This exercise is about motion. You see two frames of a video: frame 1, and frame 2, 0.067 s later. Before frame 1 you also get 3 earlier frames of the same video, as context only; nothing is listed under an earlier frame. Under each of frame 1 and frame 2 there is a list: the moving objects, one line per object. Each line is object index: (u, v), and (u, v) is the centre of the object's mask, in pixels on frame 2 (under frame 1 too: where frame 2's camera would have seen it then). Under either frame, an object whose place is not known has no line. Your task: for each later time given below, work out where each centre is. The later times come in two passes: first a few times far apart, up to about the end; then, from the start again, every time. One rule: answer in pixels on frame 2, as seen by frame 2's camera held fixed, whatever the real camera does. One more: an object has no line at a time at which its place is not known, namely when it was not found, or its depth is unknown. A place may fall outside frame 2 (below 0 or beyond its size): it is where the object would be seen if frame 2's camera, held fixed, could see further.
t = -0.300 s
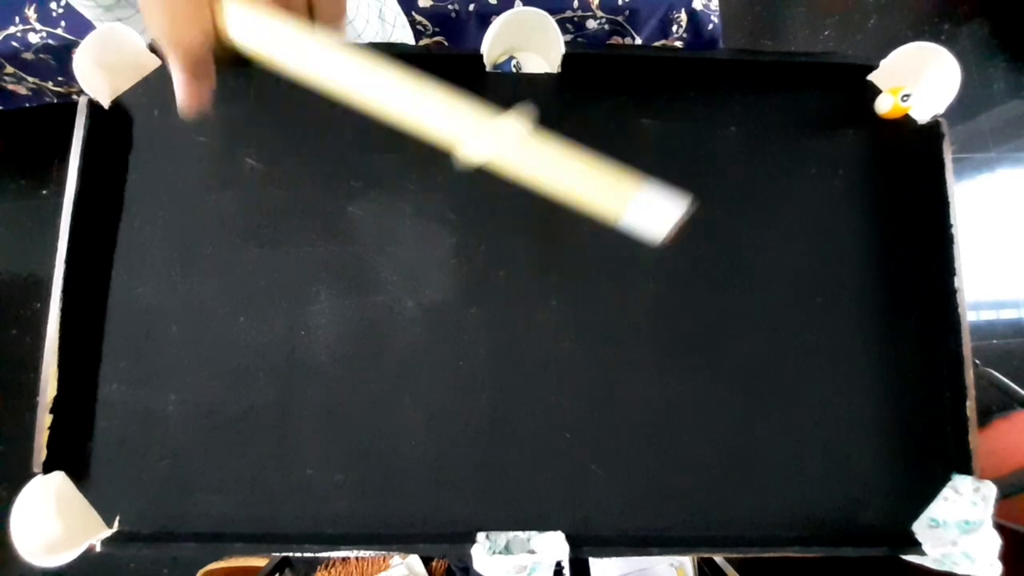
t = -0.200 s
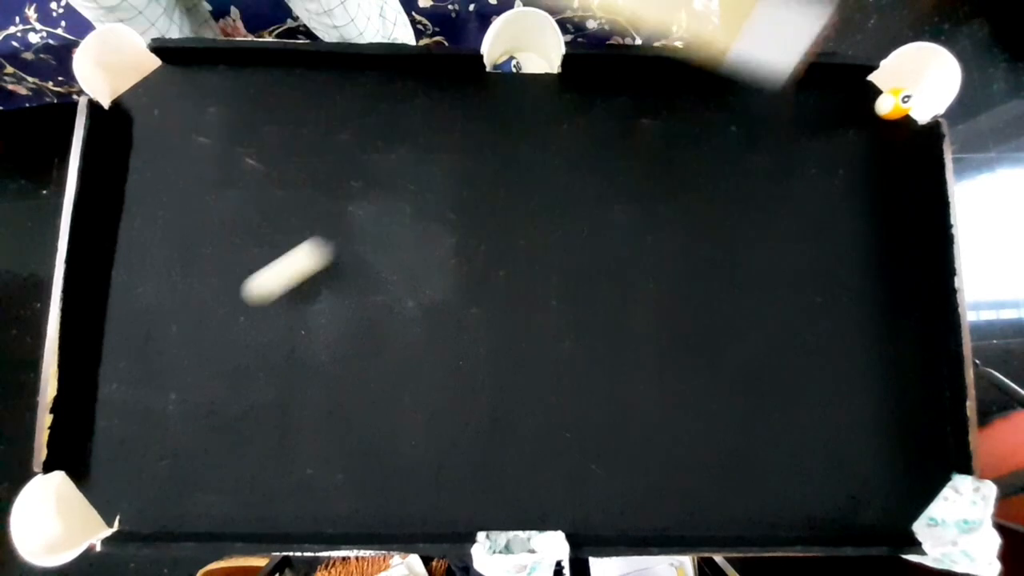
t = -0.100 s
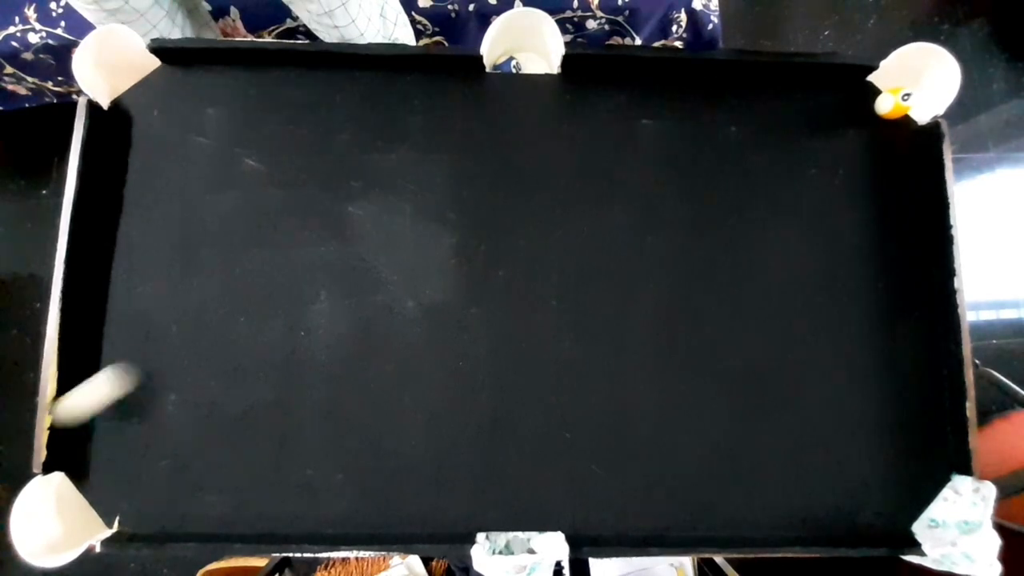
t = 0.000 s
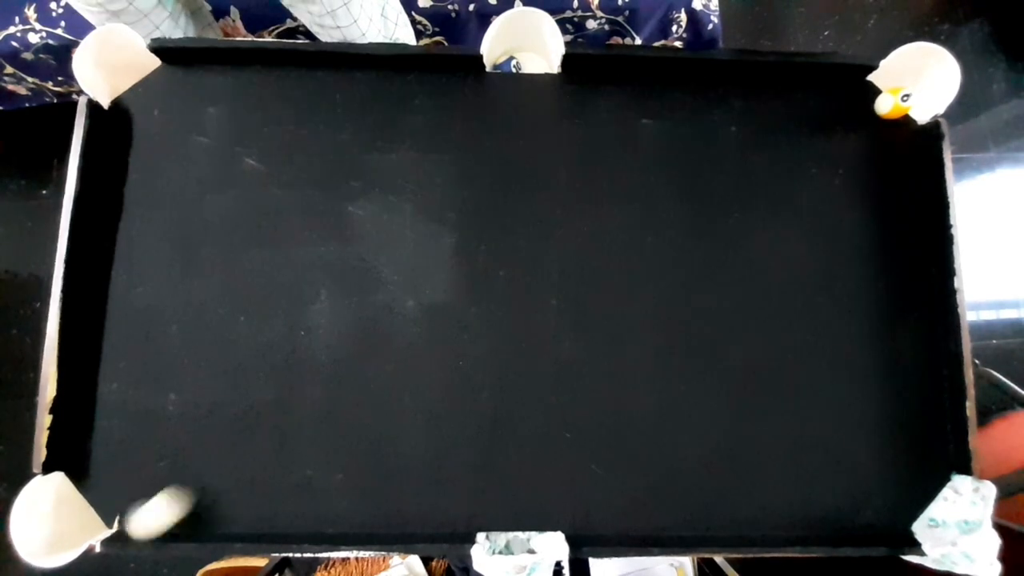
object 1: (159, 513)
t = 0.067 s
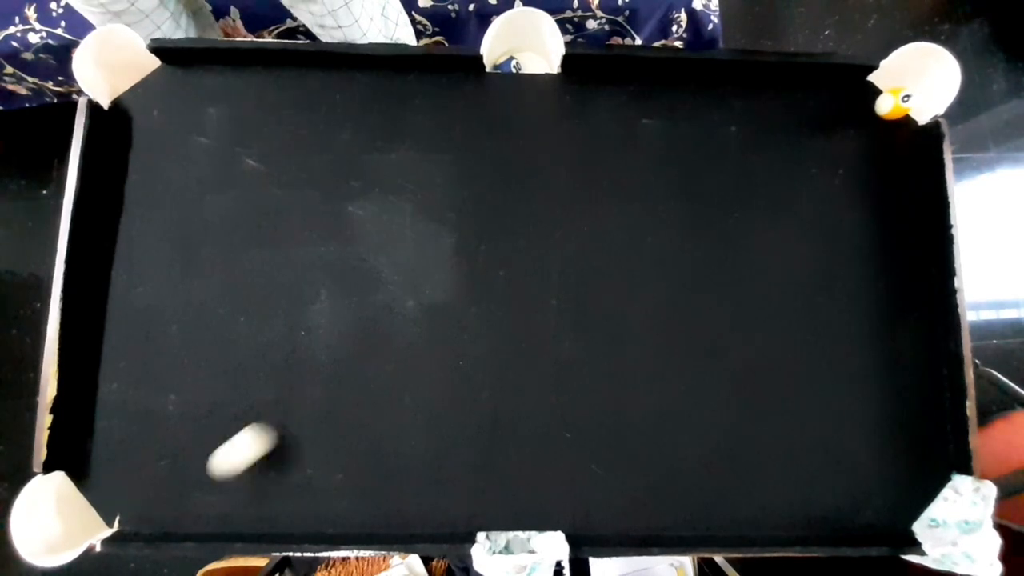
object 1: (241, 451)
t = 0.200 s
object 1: (373, 357)
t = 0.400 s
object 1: (529, 250)
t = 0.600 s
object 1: (669, 155)
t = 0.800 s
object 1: (794, 88)
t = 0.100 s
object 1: (279, 423)
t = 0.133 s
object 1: (313, 398)
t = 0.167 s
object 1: (344, 376)
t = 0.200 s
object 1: (373, 357)
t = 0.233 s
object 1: (400, 338)
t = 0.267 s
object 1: (426, 320)
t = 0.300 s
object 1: (452, 302)
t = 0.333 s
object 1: (478, 285)
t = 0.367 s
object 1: (504, 267)
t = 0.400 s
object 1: (529, 250)
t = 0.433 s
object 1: (553, 234)
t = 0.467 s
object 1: (577, 218)
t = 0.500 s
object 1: (600, 202)
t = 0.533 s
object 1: (624, 186)
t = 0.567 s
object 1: (646, 171)
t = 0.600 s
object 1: (669, 155)
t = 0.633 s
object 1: (691, 140)
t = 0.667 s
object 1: (713, 126)
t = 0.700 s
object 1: (734, 111)
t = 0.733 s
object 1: (755, 97)
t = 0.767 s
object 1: (776, 84)
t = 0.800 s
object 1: (794, 88)
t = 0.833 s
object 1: (812, 96)
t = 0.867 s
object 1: (823, 101)
